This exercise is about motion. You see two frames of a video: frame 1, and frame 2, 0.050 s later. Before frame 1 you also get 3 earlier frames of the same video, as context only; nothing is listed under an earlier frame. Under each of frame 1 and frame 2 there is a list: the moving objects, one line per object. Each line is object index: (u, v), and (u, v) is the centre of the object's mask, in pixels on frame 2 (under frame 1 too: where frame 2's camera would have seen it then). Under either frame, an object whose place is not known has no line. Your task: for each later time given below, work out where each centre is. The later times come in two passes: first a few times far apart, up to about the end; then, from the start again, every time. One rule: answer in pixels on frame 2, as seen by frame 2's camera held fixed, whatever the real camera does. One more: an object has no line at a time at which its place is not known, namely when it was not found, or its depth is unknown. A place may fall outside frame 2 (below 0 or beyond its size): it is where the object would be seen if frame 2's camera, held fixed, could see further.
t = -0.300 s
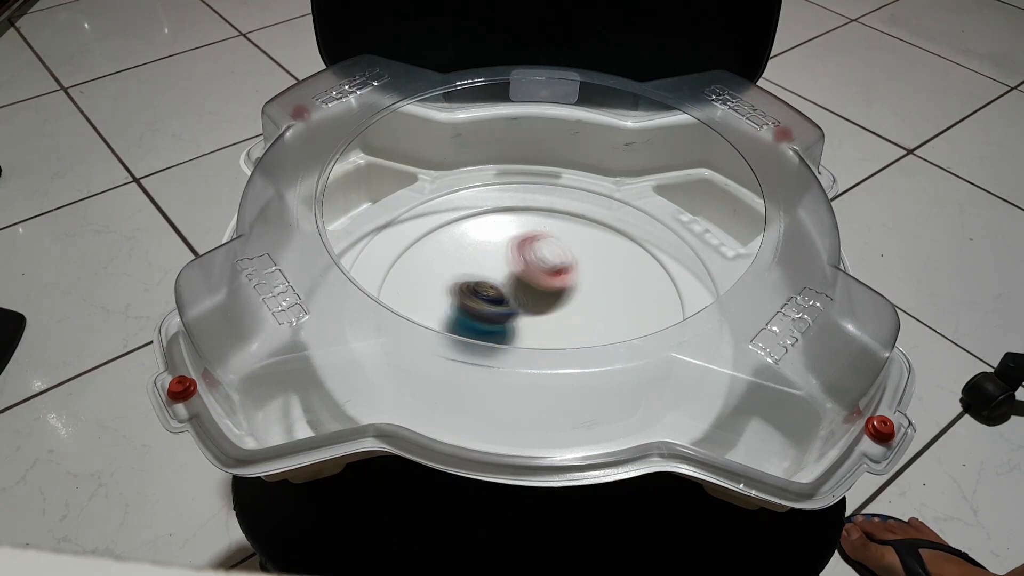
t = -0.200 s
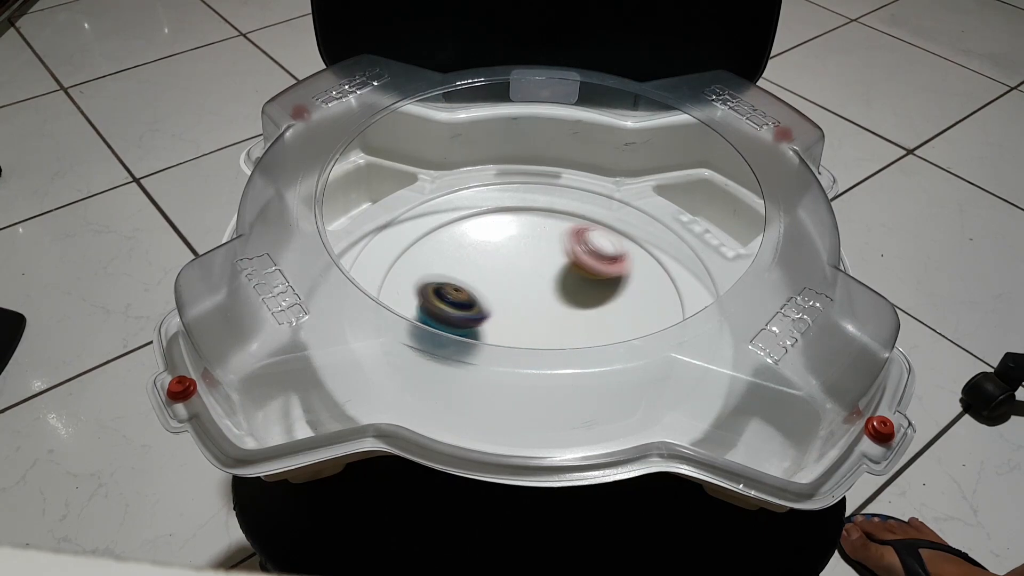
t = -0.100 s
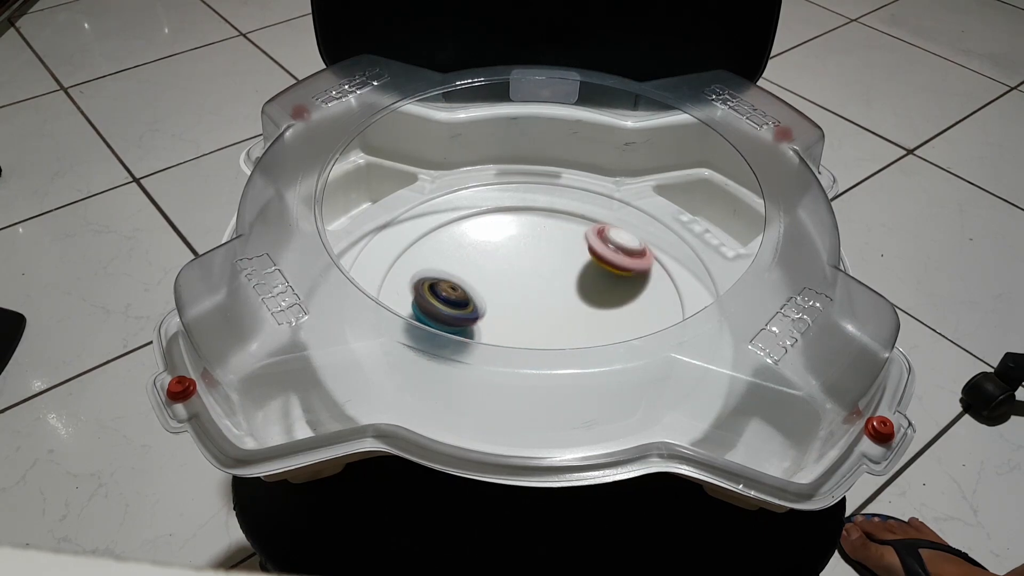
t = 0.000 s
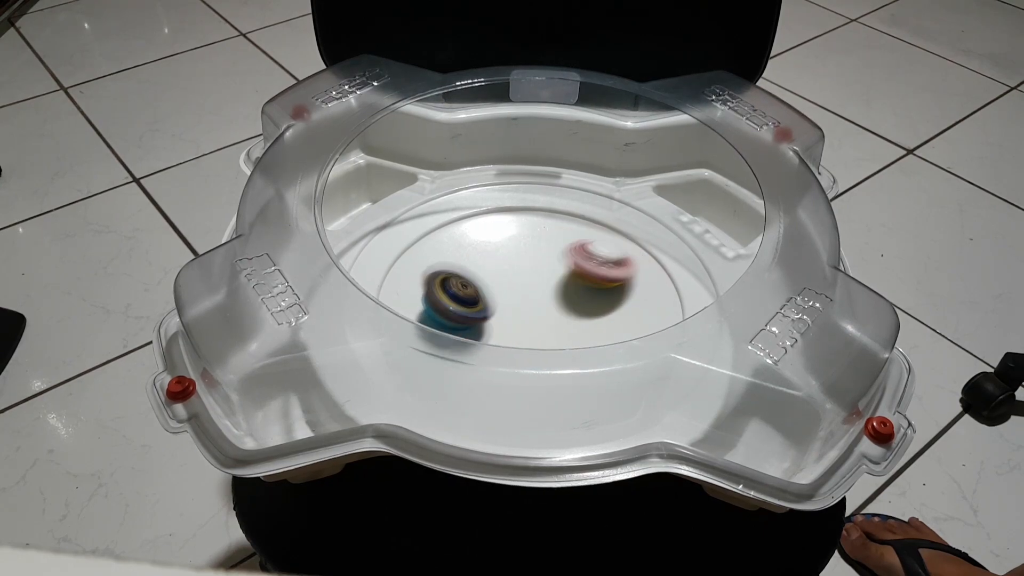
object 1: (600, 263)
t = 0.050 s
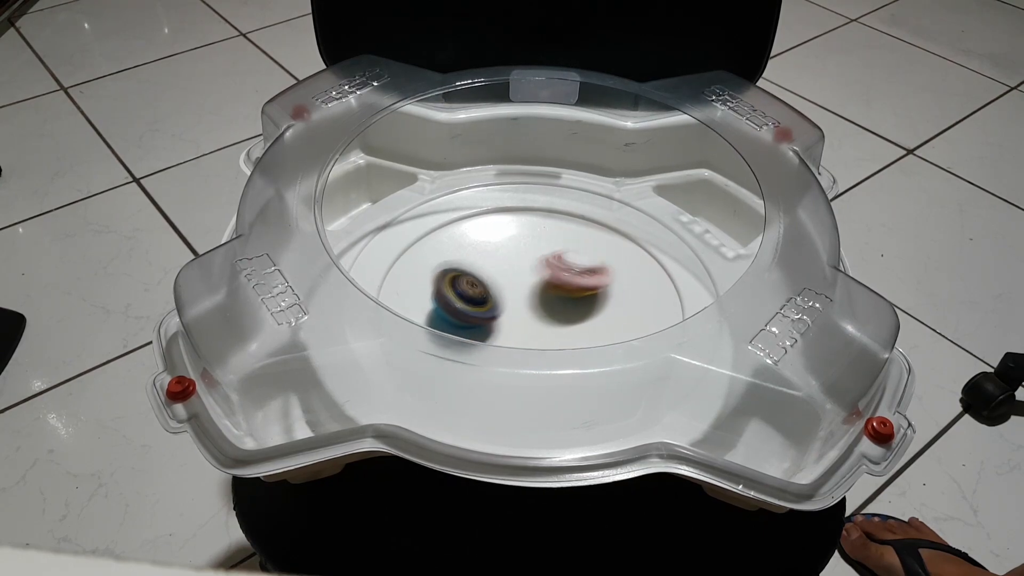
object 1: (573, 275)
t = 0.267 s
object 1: (592, 319)
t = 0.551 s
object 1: (576, 325)
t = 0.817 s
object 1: (554, 320)
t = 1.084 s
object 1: (525, 327)
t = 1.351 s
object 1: (532, 317)
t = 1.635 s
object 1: (534, 307)
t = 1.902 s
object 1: (514, 263)
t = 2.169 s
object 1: (509, 261)
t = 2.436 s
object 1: (520, 253)
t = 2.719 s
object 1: (529, 275)
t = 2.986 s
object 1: (552, 269)
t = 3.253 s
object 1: (555, 276)
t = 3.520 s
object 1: (554, 278)
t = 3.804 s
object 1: (561, 273)
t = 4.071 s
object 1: (558, 284)
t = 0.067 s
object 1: (563, 280)
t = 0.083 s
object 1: (552, 283)
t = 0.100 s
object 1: (542, 283)
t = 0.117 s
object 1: (542, 284)
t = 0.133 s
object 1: (549, 287)
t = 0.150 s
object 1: (555, 291)
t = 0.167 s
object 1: (563, 299)
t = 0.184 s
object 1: (568, 303)
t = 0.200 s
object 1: (575, 307)
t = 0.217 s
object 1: (579, 310)
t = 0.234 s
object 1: (585, 314)
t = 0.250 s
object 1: (588, 316)
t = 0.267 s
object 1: (592, 319)
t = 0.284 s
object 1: (593, 320)
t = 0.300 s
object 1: (594, 321)
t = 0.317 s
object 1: (594, 322)
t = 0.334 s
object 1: (594, 323)
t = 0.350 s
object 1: (594, 324)
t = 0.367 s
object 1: (593, 324)
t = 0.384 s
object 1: (591, 324)
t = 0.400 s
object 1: (589, 324)
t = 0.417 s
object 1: (586, 324)
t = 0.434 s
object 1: (584, 324)
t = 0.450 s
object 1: (581, 324)
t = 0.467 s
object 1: (579, 323)
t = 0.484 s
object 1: (576, 322)
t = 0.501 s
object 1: (575, 322)
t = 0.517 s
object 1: (576, 323)
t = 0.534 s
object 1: (576, 324)
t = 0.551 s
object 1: (576, 325)
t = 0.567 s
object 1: (575, 325)
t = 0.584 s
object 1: (574, 325)
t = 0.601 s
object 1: (573, 325)
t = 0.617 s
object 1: (572, 325)
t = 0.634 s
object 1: (570, 325)
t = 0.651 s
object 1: (569, 324)
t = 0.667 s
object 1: (568, 324)
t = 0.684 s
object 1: (566, 324)
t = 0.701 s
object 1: (564, 323)
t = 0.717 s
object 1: (563, 322)
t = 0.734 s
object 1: (562, 321)
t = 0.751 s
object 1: (560, 320)
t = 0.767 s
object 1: (559, 319)
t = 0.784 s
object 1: (558, 318)
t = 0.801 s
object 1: (557, 318)
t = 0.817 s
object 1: (554, 320)
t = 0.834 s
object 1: (552, 322)
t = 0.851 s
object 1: (548, 324)
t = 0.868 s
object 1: (545, 326)
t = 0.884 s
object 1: (542, 327)
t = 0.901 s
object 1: (539, 328)
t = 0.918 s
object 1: (536, 329)
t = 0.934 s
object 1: (534, 330)
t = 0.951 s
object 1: (531, 330)
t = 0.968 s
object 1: (529, 330)
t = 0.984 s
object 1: (527, 329)
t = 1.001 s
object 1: (526, 329)
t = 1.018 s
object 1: (525, 329)
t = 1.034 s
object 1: (525, 328)
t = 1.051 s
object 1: (525, 328)
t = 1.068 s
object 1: (524, 327)
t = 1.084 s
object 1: (525, 327)
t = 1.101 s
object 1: (525, 326)
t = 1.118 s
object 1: (525, 326)
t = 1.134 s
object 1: (526, 326)
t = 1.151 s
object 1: (527, 325)
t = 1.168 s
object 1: (527, 325)
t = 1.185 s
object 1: (528, 324)
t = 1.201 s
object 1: (528, 323)
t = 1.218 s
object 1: (529, 323)
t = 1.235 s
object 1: (530, 322)
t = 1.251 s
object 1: (530, 321)
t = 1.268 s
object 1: (530, 320)
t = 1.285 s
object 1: (531, 320)
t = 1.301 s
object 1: (531, 319)
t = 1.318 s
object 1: (531, 318)
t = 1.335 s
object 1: (532, 318)
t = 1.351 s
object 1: (532, 317)
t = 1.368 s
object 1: (532, 316)
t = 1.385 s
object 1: (533, 316)
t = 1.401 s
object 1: (533, 315)
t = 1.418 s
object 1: (533, 314)
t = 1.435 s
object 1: (534, 314)
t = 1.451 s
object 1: (534, 313)
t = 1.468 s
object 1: (534, 313)
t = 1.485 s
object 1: (534, 312)
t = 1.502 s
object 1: (534, 312)
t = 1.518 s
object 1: (534, 311)
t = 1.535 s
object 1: (534, 311)
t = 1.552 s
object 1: (534, 310)
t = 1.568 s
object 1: (534, 309)
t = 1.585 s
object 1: (534, 309)
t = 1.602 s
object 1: (534, 309)
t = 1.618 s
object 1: (535, 308)
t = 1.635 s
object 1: (534, 307)
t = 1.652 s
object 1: (534, 307)
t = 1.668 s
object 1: (534, 307)
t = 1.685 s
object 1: (534, 306)
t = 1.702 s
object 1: (534, 306)
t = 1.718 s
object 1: (534, 305)
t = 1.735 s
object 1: (534, 305)
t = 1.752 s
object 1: (533, 305)
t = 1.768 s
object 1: (533, 304)
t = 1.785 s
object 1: (532, 302)
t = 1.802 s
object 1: (531, 298)
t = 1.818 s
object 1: (527, 291)
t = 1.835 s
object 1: (524, 285)
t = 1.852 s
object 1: (521, 278)
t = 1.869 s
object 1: (519, 272)
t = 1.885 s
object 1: (516, 268)
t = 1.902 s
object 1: (514, 263)
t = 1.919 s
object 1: (512, 259)
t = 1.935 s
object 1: (511, 256)
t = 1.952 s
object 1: (510, 254)
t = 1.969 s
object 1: (509, 252)
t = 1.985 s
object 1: (508, 251)
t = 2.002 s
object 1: (508, 250)
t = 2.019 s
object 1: (508, 250)
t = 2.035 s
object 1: (508, 251)
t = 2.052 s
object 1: (508, 252)
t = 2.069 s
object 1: (508, 253)
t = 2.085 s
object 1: (507, 254)
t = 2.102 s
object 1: (508, 255)
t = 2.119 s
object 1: (508, 257)
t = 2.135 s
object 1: (508, 258)
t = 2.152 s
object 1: (508, 259)
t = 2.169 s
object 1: (509, 261)
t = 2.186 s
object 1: (509, 262)
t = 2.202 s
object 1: (509, 264)
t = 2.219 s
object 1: (509, 265)
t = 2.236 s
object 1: (510, 266)
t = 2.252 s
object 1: (511, 262)
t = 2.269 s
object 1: (512, 259)
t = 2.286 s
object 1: (513, 257)
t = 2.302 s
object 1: (514, 254)
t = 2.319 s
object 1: (515, 252)
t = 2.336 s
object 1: (516, 251)
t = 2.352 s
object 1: (517, 250)
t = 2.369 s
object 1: (518, 250)
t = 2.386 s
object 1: (519, 250)
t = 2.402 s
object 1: (519, 250)
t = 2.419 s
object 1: (520, 251)
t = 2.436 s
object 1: (520, 253)
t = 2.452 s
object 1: (521, 254)
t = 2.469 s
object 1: (521, 255)
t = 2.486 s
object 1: (521, 257)
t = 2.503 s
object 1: (521, 258)
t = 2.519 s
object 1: (521, 260)
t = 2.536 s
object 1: (522, 262)
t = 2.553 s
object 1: (522, 264)
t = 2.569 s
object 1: (522, 266)
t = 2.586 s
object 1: (522, 268)
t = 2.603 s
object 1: (522, 269)
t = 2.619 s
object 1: (522, 271)
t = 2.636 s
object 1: (523, 273)
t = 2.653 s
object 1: (523, 275)
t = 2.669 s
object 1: (523, 276)
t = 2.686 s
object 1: (524, 276)
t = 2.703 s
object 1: (527, 276)
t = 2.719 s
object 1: (529, 275)
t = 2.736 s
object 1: (531, 275)
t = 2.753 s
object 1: (533, 275)
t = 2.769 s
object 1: (533, 275)
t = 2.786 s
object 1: (534, 276)
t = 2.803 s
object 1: (535, 277)
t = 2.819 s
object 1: (535, 277)
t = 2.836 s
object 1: (536, 278)
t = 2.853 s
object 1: (537, 278)
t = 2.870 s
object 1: (537, 278)
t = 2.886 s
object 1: (537, 279)
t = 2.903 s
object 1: (539, 279)
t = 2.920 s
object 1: (541, 278)
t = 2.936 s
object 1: (542, 277)
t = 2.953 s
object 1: (546, 274)
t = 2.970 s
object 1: (549, 271)
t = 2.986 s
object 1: (552, 269)
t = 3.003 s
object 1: (555, 267)
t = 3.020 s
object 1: (557, 266)
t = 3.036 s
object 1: (559, 265)
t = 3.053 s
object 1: (560, 265)
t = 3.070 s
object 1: (561, 266)
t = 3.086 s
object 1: (561, 266)
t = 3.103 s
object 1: (561, 266)
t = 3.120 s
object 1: (561, 267)
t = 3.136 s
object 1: (560, 268)
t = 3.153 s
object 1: (560, 269)
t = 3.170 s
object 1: (559, 270)
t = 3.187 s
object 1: (558, 271)
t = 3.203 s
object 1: (557, 272)
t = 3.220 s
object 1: (557, 273)
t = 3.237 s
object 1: (556, 275)
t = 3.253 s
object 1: (555, 276)
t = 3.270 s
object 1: (555, 276)
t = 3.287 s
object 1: (555, 276)
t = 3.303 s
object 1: (553, 277)
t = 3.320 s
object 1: (553, 277)
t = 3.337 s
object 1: (553, 277)
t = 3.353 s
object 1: (554, 277)
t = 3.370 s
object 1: (554, 276)
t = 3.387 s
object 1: (555, 276)
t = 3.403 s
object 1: (554, 276)
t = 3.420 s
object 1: (554, 276)
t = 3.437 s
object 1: (554, 276)
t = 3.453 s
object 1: (554, 277)
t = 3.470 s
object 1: (554, 278)
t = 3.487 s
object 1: (553, 278)
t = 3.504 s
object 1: (553, 279)
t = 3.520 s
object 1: (554, 278)
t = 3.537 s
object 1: (558, 274)
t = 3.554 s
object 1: (561, 271)
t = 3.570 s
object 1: (563, 269)
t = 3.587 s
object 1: (565, 267)
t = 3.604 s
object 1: (567, 265)
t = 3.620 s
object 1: (568, 264)
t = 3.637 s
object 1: (569, 264)
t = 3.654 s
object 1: (569, 264)
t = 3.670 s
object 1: (568, 265)
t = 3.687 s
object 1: (568, 265)
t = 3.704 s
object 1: (567, 266)
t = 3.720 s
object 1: (566, 267)
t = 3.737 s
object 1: (565, 268)
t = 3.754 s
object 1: (564, 269)
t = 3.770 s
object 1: (563, 270)
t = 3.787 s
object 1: (562, 271)
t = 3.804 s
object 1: (561, 273)
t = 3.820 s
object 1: (560, 274)
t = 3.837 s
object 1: (559, 275)
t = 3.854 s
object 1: (557, 276)
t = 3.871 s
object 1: (556, 277)
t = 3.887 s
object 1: (554, 279)
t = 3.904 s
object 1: (553, 280)
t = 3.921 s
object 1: (553, 281)
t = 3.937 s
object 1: (553, 282)
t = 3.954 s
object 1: (554, 282)
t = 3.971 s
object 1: (554, 283)
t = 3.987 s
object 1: (554, 283)
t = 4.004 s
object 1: (555, 284)
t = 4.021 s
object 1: (555, 285)
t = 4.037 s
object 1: (556, 284)
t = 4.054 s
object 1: (557, 284)
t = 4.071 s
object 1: (558, 284)
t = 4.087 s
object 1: (558, 284)
